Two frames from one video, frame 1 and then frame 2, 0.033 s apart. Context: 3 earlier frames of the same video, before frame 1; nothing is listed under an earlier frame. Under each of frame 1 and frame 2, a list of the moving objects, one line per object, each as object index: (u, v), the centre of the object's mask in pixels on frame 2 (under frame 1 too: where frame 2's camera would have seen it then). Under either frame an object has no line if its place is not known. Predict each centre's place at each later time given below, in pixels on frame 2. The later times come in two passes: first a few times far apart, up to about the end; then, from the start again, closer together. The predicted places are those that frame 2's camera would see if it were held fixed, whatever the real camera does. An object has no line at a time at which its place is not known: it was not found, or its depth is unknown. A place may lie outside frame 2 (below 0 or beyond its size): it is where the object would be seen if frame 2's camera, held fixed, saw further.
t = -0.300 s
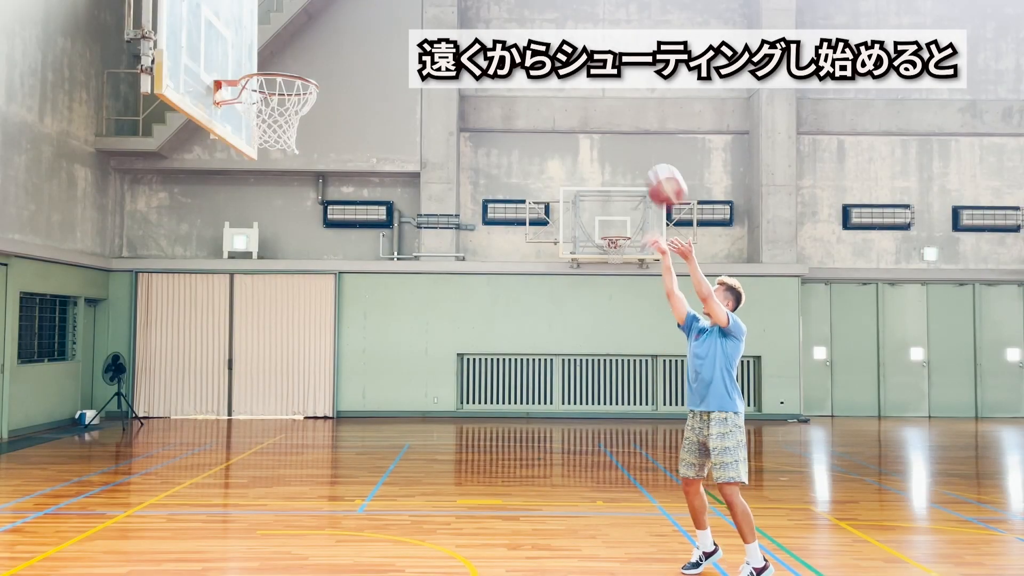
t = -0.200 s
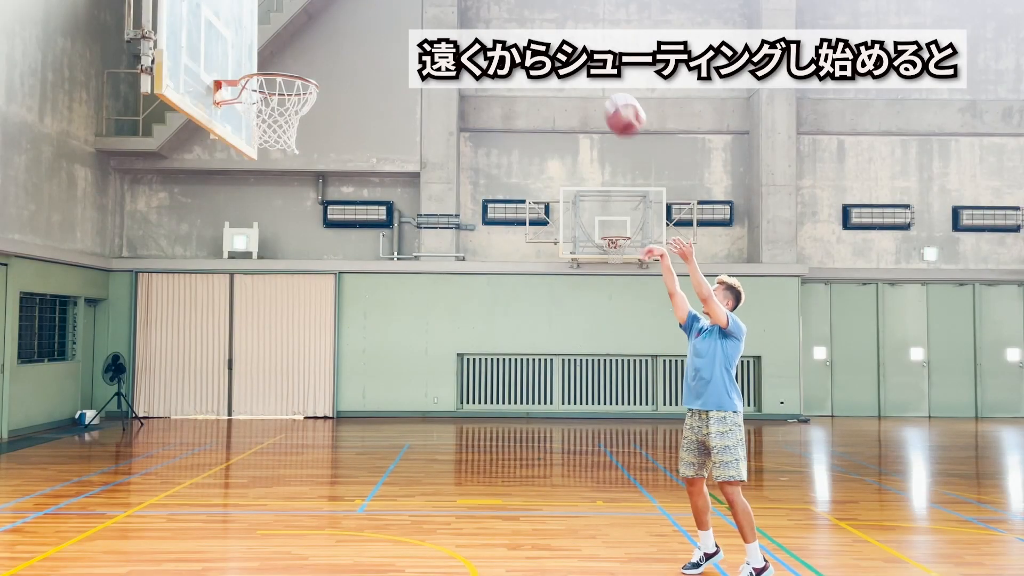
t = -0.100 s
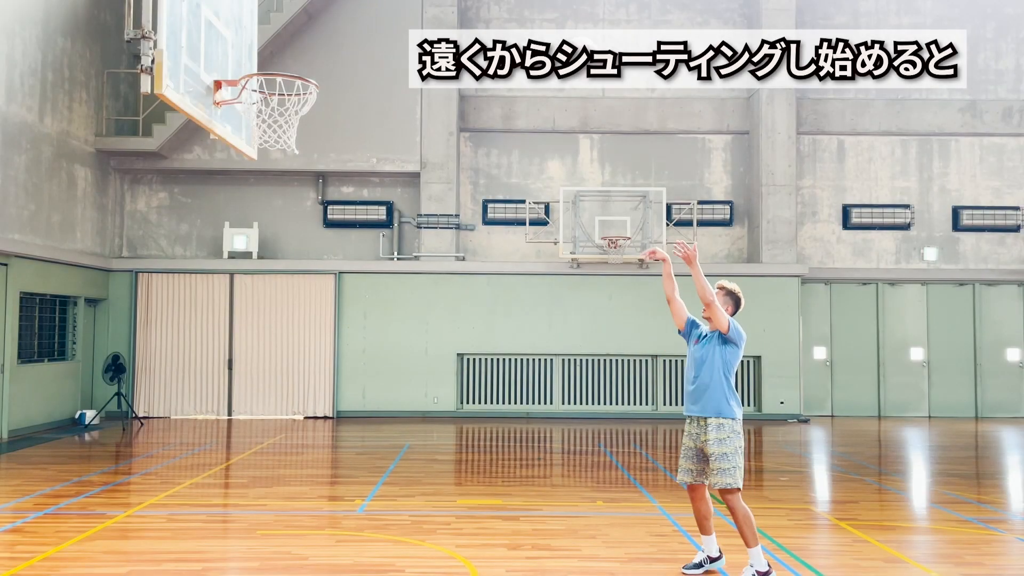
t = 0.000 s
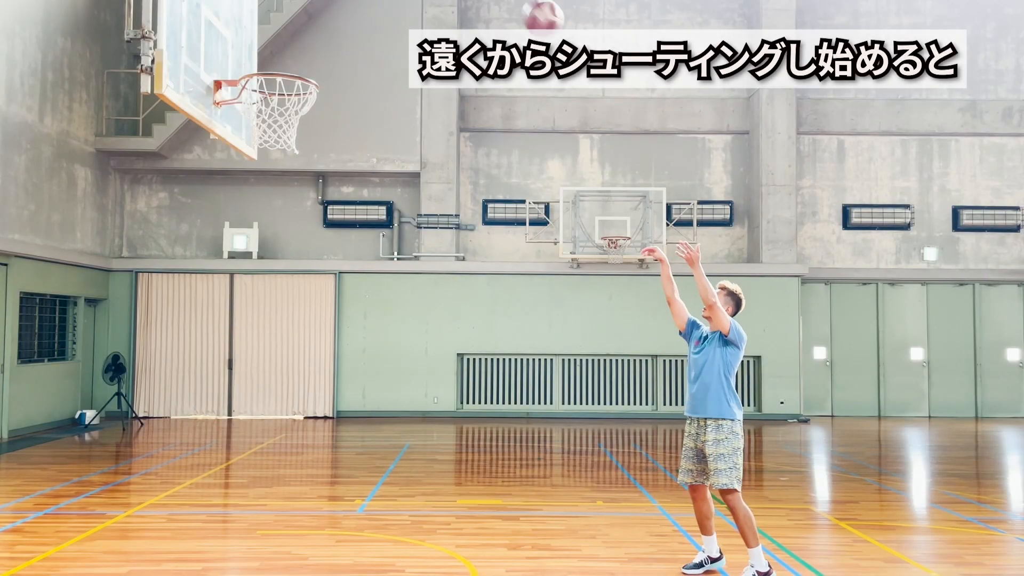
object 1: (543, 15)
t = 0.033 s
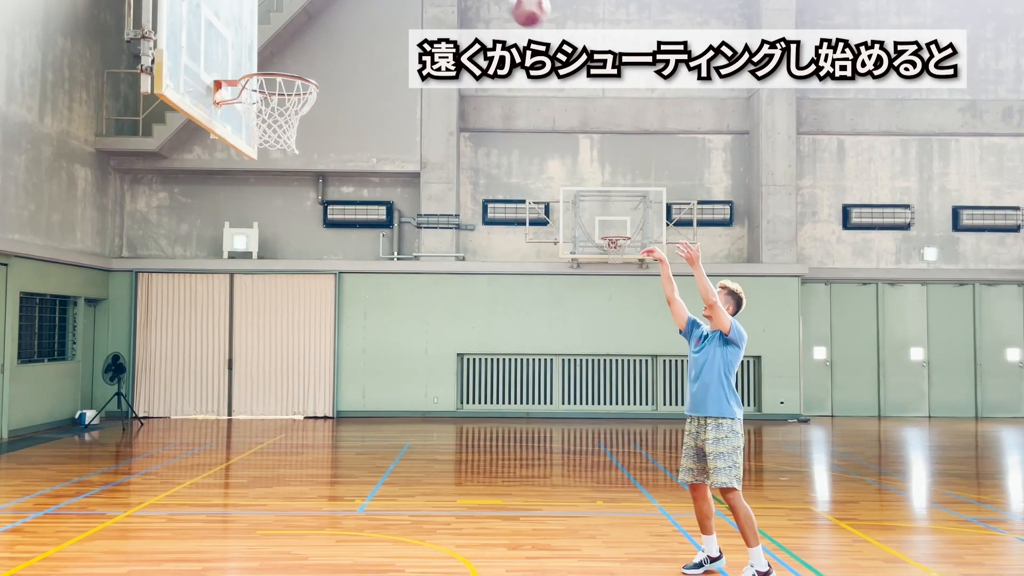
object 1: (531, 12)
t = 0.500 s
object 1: (341, 34)
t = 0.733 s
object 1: (267, 63)
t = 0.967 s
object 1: (296, 60)
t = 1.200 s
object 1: (297, 64)
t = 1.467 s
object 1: (277, 154)
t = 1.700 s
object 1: (257, 311)
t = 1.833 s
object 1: (245, 443)
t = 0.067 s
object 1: (516, 8)
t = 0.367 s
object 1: (395, 6)
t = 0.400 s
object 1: (382, 9)
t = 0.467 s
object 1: (354, 21)
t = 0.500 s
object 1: (341, 34)
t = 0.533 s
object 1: (327, 48)
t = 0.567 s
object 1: (314, 63)
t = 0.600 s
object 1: (303, 64)
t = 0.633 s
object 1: (294, 63)
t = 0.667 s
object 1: (284, 63)
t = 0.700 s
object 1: (276, 62)
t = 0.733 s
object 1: (267, 63)
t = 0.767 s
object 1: (258, 73)
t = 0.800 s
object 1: (264, 61)
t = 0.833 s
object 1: (270, 60)
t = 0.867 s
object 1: (277, 58)
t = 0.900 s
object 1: (282, 58)
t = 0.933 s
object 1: (289, 58)
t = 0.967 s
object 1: (296, 60)
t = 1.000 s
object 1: (302, 63)
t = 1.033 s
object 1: (308, 66)
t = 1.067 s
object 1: (305, 64)
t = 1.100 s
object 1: (303, 62)
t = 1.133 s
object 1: (301, 62)
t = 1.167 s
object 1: (299, 62)
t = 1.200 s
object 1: (297, 64)
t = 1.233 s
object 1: (295, 66)
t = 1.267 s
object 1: (293, 77)
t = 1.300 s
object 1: (290, 86)
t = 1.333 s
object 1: (287, 95)
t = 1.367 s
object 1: (284, 106)
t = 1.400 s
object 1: (282, 121)
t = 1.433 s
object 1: (279, 136)
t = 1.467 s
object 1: (277, 154)
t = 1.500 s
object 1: (274, 169)
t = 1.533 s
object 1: (272, 187)
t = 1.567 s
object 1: (269, 209)
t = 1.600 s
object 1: (267, 232)
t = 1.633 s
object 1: (264, 257)
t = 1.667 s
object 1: (261, 283)
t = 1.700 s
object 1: (257, 311)
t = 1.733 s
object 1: (255, 342)
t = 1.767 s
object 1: (252, 373)
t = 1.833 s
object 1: (245, 443)
